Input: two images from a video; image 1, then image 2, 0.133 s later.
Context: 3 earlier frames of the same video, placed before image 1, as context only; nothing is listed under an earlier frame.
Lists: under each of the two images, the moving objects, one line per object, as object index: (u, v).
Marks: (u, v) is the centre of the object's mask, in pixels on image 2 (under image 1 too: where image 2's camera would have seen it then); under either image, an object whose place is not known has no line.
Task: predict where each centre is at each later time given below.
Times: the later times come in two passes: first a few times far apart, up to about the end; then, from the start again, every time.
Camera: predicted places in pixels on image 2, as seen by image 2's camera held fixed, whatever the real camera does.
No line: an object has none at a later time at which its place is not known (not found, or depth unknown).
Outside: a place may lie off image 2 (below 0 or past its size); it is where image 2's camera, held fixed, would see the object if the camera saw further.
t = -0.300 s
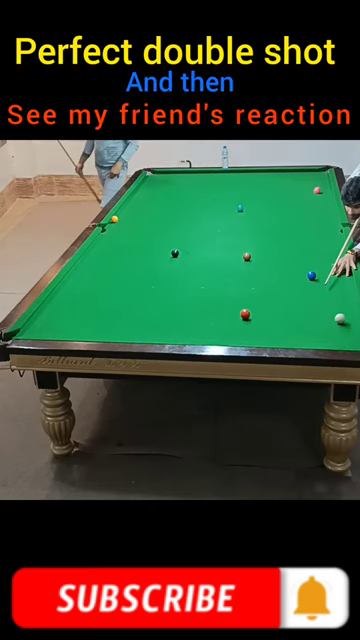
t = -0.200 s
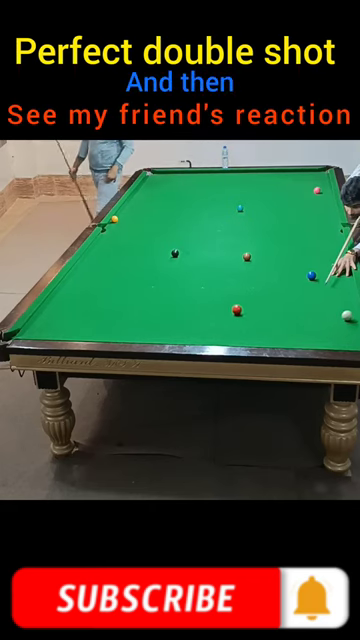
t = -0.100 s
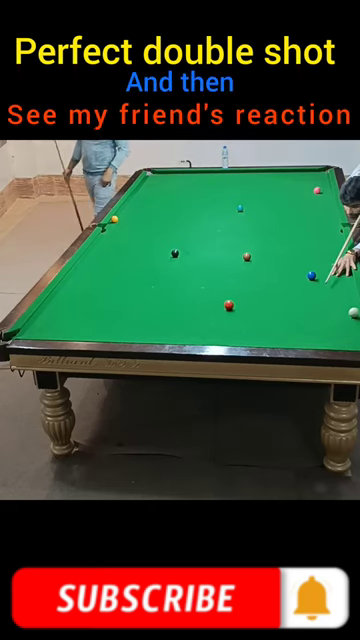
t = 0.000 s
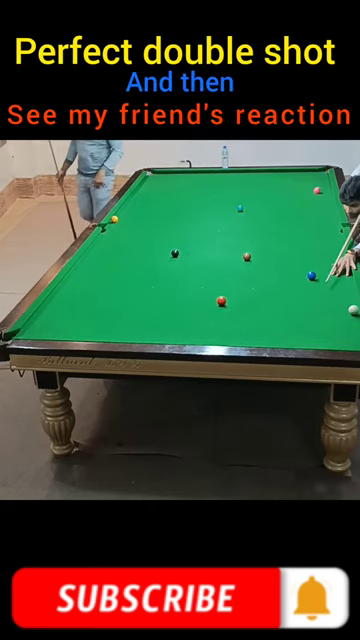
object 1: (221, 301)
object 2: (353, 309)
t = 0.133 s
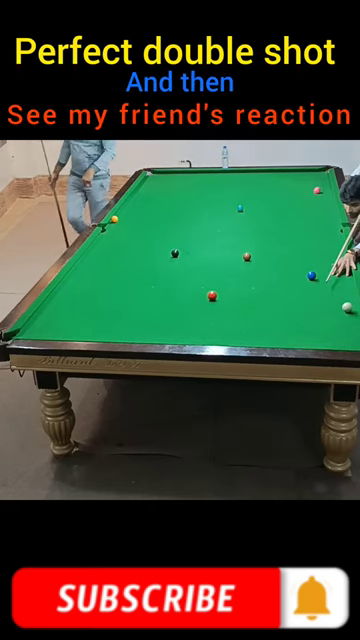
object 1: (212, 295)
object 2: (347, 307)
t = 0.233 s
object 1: (205, 292)
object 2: (342, 305)
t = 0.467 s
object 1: (191, 283)
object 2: (332, 300)
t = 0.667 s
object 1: (180, 277)
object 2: (325, 297)
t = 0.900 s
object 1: (169, 270)
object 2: (317, 294)
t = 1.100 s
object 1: (160, 265)
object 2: (311, 292)
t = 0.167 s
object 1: (209, 294)
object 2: (345, 306)
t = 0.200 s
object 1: (207, 293)
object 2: (344, 305)
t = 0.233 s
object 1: (205, 292)
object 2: (342, 305)
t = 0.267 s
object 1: (203, 290)
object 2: (341, 304)
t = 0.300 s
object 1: (201, 289)
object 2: (339, 303)
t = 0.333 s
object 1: (199, 288)
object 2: (338, 303)
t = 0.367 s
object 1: (197, 287)
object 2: (336, 302)
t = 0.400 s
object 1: (195, 285)
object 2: (335, 301)
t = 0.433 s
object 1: (193, 285)
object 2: (334, 301)
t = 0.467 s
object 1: (191, 283)
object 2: (332, 300)
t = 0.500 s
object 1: (189, 282)
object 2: (331, 300)
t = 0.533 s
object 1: (187, 281)
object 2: (330, 299)
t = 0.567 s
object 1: (186, 280)
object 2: (328, 299)
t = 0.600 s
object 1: (184, 279)
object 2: (327, 298)
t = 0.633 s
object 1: (182, 278)
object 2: (326, 298)
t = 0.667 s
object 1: (180, 277)
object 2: (325, 297)
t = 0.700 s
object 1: (178, 276)
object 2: (324, 297)
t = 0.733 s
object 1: (177, 275)
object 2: (322, 296)
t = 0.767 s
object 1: (175, 274)
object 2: (321, 296)
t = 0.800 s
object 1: (173, 273)
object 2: (320, 295)
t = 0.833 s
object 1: (172, 272)
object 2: (319, 295)
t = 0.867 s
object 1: (170, 271)
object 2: (318, 294)
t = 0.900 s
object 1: (169, 270)
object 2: (317, 294)
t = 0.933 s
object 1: (167, 269)
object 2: (316, 294)
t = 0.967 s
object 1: (166, 269)
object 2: (315, 293)
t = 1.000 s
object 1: (165, 268)
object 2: (314, 293)
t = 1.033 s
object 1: (163, 267)
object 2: (313, 292)
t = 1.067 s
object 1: (162, 266)
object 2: (312, 292)
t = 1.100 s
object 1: (160, 265)
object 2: (311, 292)
